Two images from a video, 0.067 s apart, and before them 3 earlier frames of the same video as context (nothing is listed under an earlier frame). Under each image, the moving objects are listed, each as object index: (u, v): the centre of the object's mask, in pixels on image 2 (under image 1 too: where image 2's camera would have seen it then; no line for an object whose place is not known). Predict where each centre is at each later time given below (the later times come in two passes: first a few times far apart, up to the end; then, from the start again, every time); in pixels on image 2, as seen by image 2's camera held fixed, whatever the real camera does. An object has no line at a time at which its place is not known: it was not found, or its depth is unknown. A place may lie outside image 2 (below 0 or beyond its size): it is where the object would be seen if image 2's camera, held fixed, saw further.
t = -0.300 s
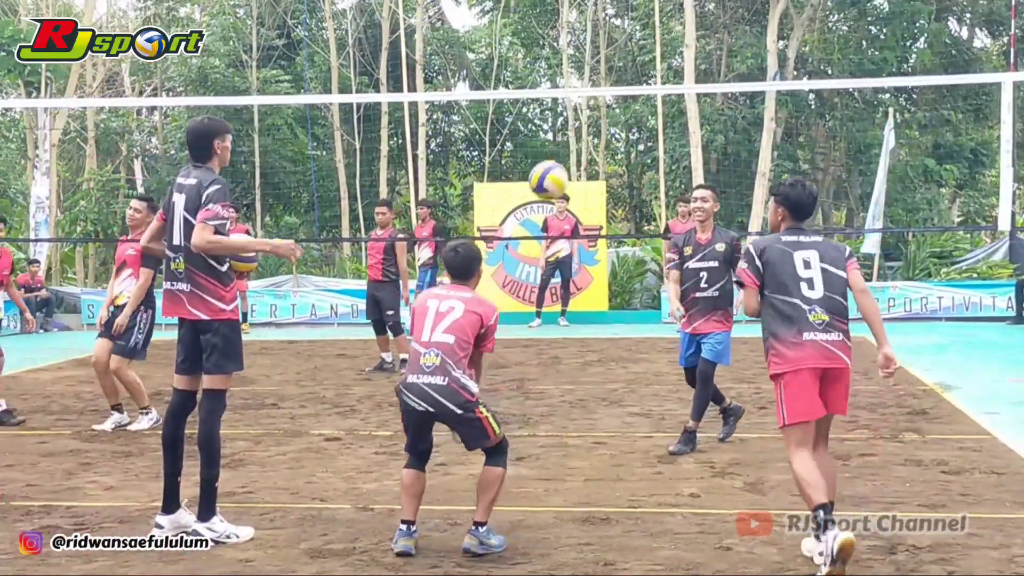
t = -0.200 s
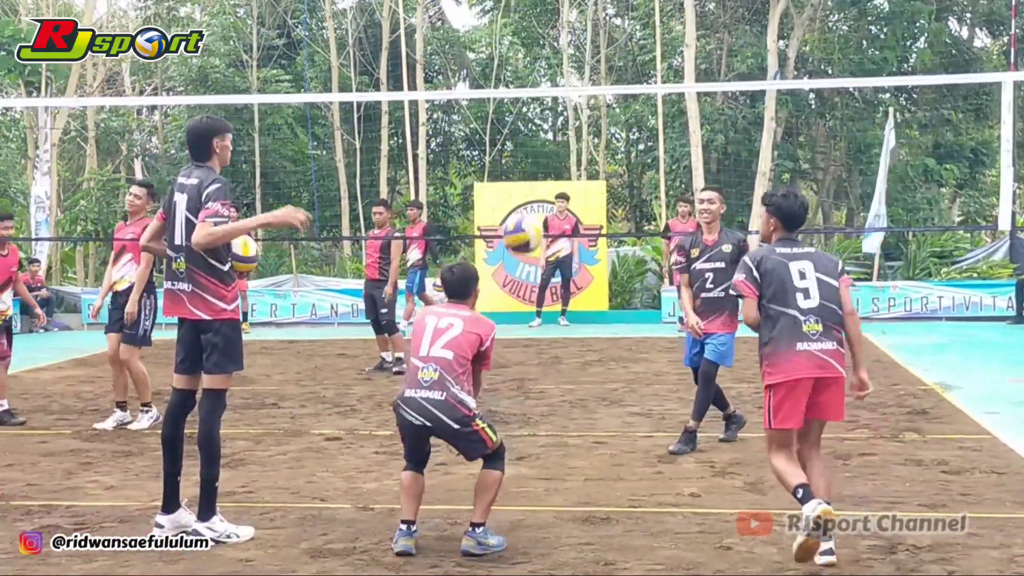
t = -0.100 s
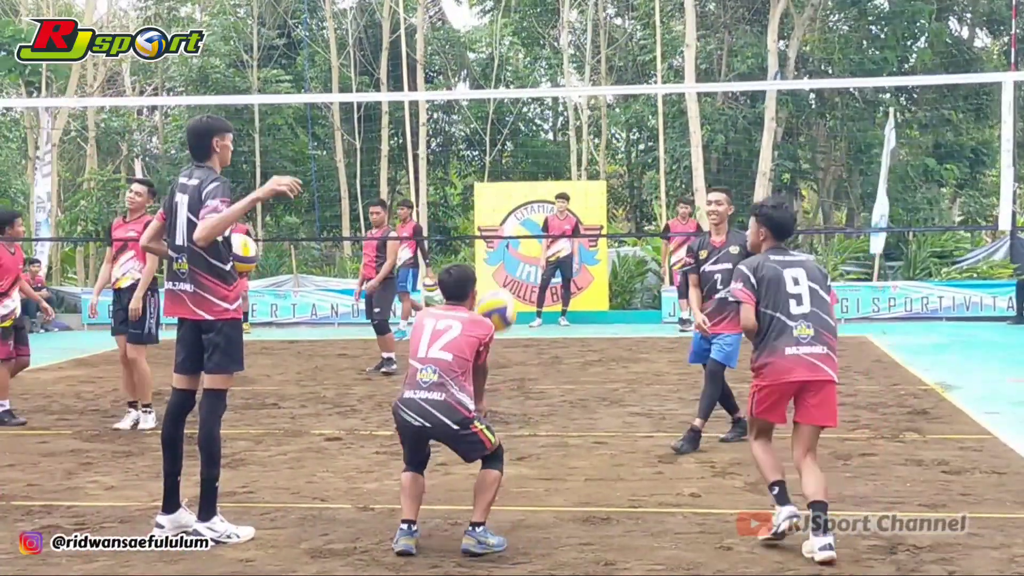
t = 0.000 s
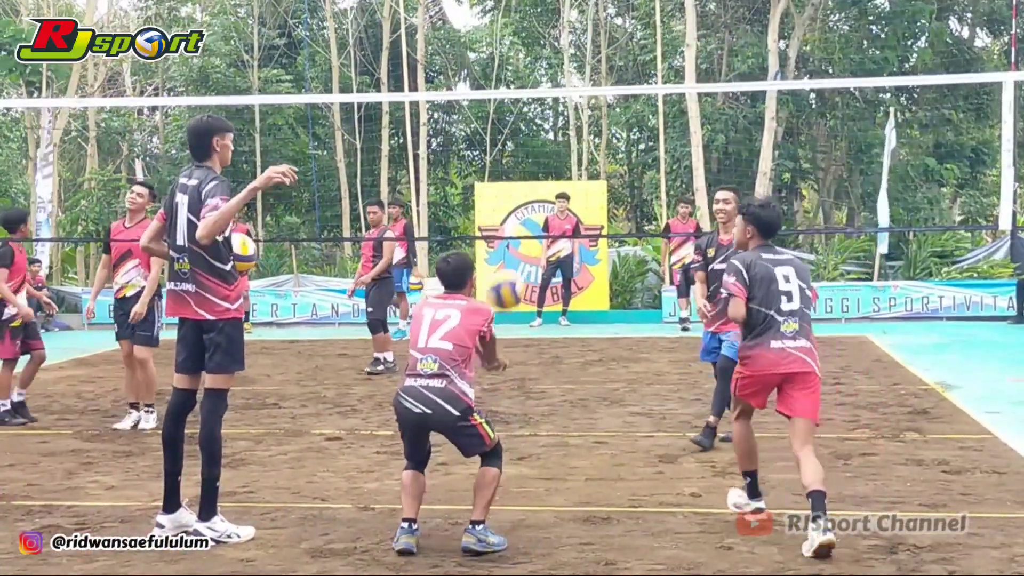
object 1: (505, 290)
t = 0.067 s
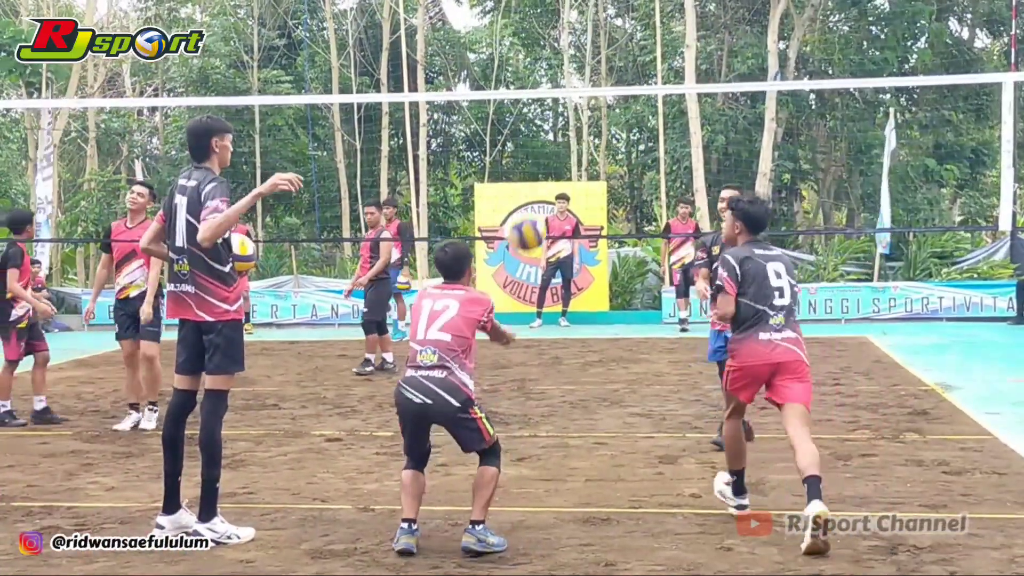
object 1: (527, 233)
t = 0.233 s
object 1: (574, 127)
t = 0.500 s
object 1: (640, 74)
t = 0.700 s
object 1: (679, 111)
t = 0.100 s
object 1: (537, 207)
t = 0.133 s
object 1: (547, 181)
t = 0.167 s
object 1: (556, 162)
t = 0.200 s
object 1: (565, 142)
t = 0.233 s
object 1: (574, 127)
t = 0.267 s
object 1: (585, 113)
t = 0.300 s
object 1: (593, 102)
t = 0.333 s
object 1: (601, 92)
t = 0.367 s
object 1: (609, 84)
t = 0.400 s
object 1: (618, 78)
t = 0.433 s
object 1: (626, 74)
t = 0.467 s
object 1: (633, 73)
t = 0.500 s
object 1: (640, 74)
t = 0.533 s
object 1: (647, 76)
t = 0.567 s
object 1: (654, 79)
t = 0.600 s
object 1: (661, 85)
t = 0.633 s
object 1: (667, 92)
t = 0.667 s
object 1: (673, 101)
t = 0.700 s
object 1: (679, 111)
